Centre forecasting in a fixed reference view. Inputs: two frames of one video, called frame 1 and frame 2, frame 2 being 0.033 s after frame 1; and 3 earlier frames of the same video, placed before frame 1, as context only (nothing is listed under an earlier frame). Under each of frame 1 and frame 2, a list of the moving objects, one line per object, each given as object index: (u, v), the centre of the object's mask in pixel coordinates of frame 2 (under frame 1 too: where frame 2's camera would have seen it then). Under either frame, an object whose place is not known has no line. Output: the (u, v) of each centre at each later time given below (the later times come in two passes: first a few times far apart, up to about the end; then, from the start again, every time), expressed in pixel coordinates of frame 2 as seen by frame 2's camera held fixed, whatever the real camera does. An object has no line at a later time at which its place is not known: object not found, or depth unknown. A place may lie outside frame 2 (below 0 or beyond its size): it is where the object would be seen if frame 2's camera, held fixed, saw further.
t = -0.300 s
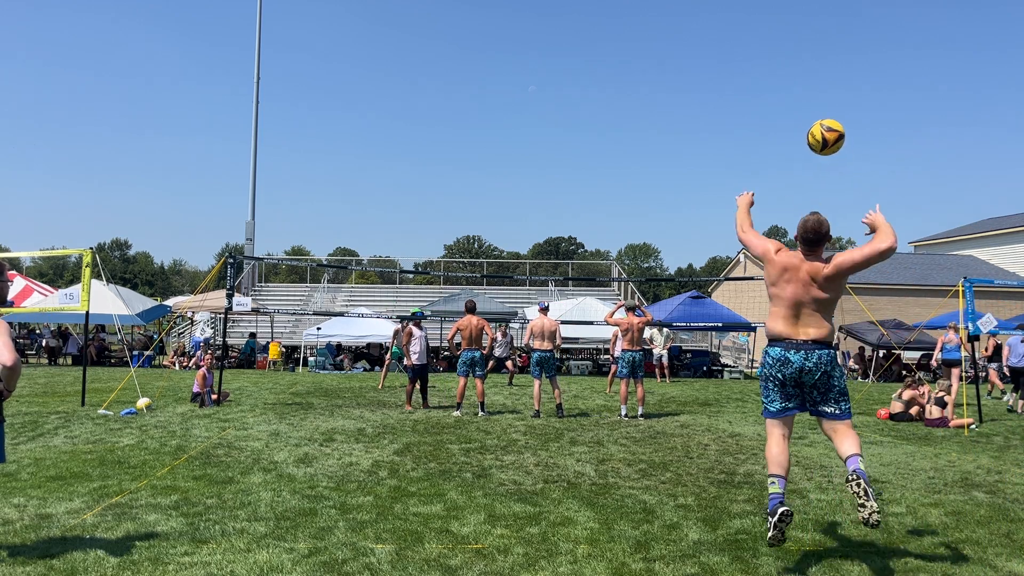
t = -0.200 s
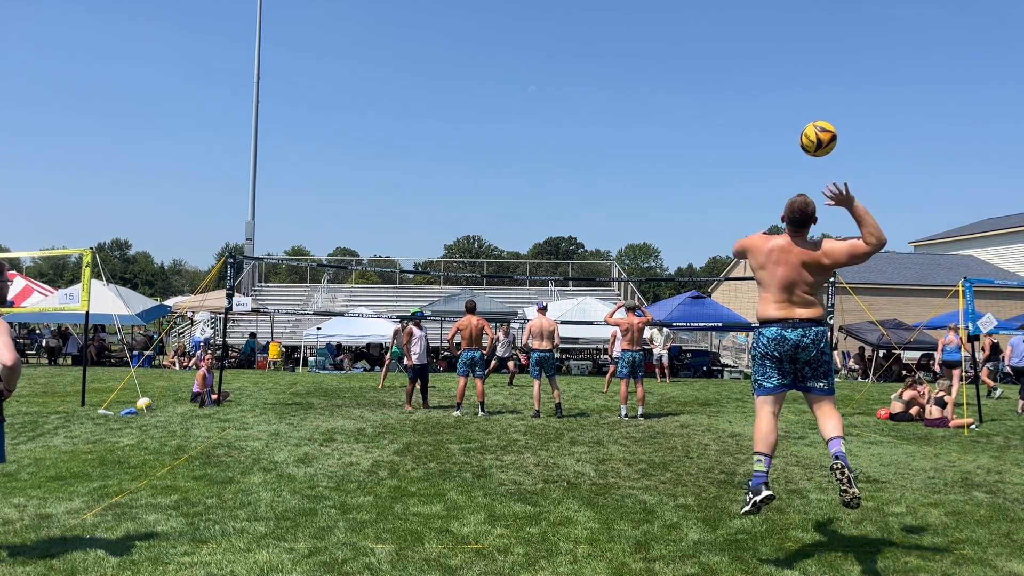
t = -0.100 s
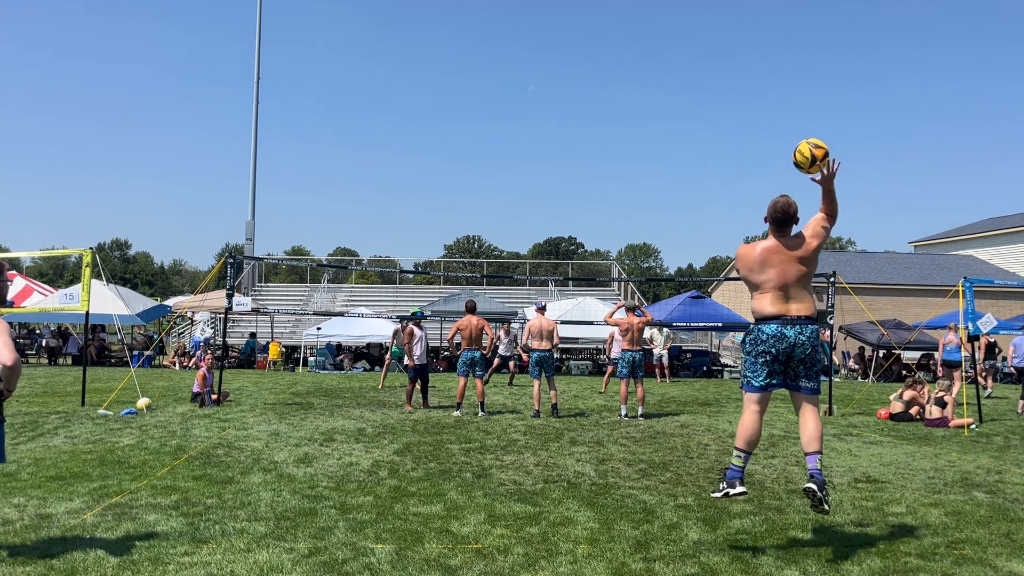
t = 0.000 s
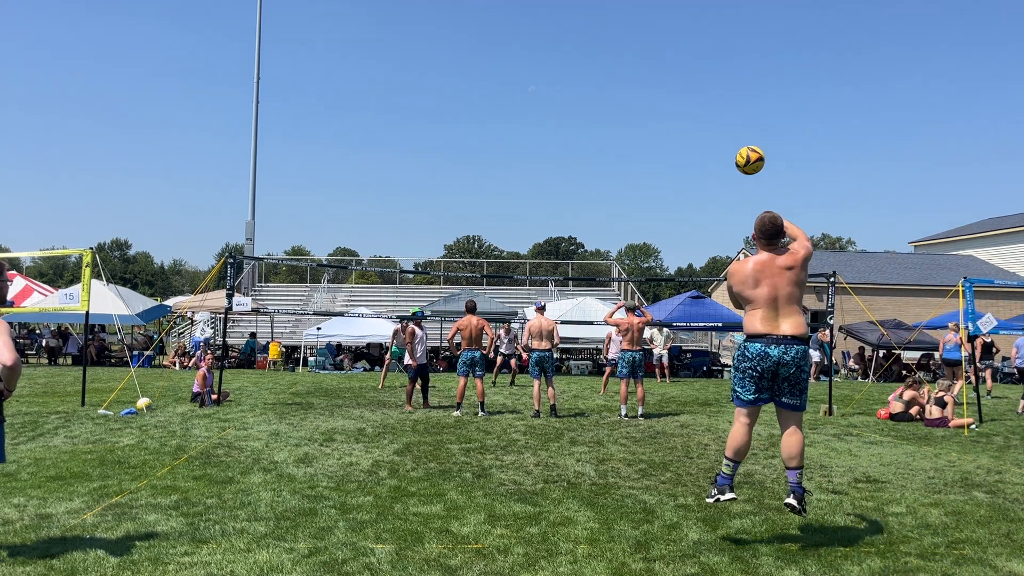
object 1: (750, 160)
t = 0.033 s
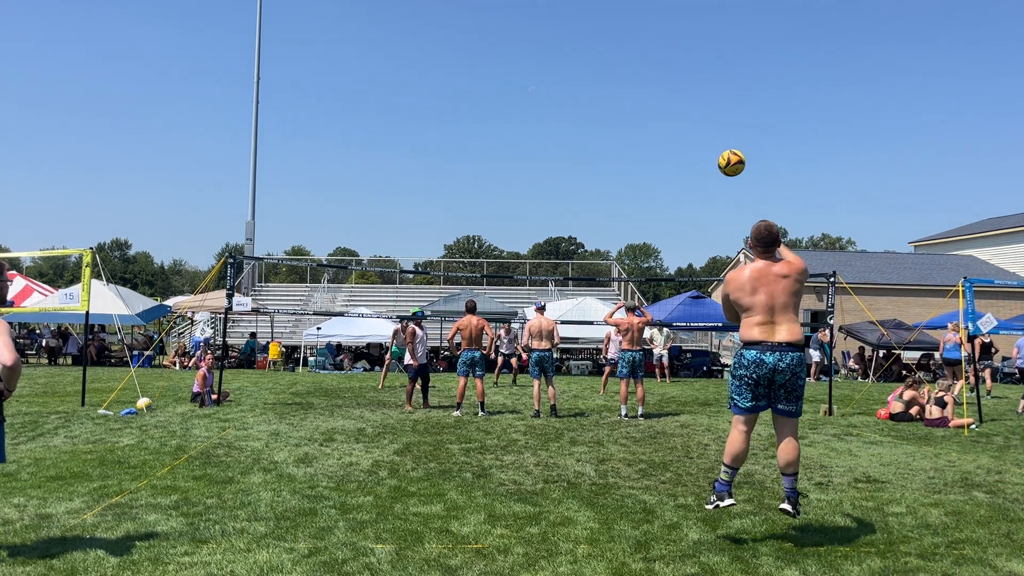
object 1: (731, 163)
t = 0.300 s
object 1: (642, 210)
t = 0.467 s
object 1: (612, 246)
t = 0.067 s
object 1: (716, 167)
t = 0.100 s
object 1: (702, 172)
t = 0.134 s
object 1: (690, 177)
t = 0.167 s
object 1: (678, 183)
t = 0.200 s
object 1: (668, 190)
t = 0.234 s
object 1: (659, 196)
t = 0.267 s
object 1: (650, 203)
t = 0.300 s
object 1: (642, 210)
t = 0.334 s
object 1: (635, 217)
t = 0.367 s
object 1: (629, 225)
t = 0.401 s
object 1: (623, 232)
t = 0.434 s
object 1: (617, 238)
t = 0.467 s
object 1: (612, 246)
